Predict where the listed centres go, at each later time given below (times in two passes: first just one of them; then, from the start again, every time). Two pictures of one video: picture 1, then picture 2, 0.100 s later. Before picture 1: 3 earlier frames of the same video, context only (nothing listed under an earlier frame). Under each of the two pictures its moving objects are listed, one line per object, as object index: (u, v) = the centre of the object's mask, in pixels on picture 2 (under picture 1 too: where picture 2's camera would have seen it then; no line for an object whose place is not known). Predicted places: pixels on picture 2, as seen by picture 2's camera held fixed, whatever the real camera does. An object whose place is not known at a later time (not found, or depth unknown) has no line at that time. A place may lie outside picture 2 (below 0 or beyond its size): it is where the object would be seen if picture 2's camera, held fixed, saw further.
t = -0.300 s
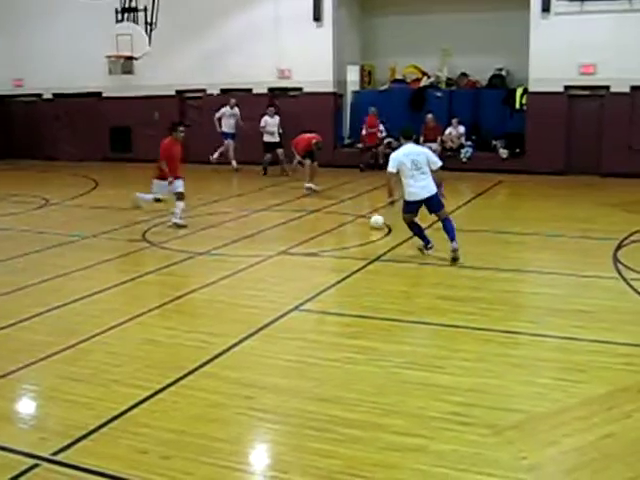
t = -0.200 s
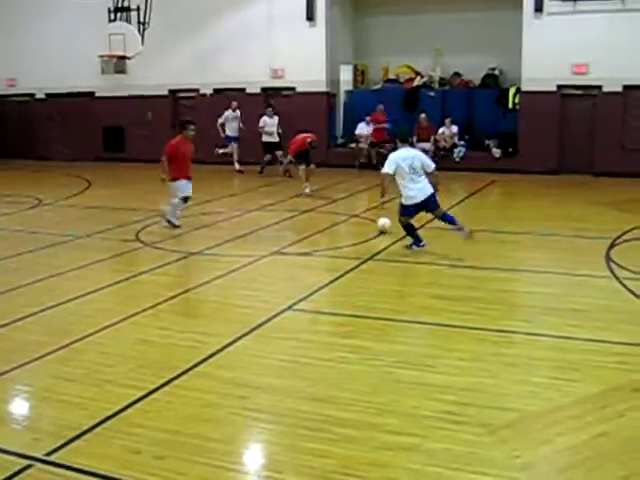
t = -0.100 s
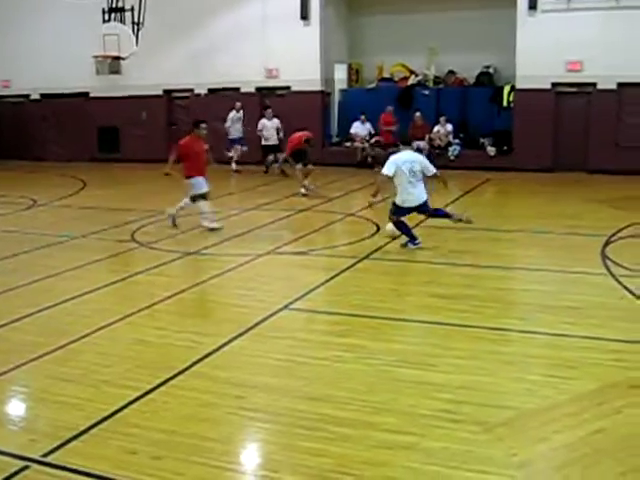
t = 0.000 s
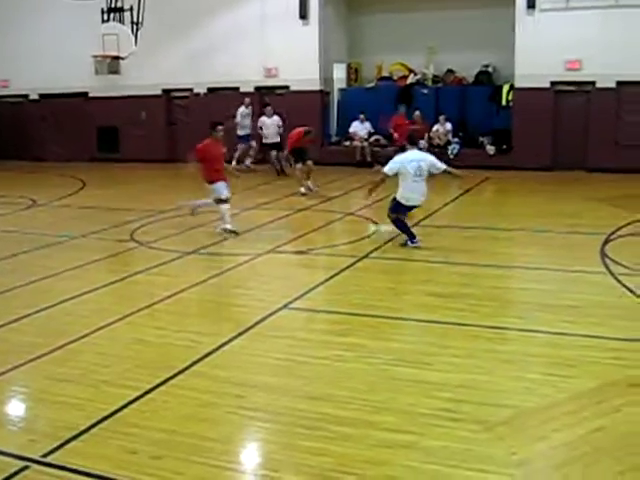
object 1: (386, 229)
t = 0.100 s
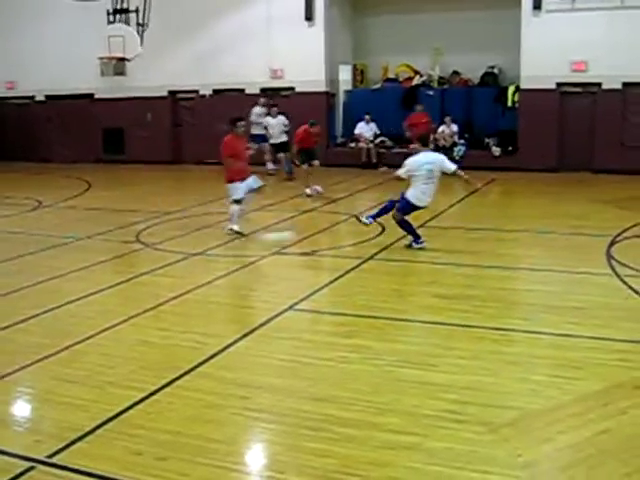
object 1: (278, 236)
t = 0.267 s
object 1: (101, 246)
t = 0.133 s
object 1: (243, 239)
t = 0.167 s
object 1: (205, 238)
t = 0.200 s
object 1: (170, 242)
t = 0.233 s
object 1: (137, 244)
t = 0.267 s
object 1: (101, 246)
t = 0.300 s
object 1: (68, 246)
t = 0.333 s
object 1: (36, 249)
